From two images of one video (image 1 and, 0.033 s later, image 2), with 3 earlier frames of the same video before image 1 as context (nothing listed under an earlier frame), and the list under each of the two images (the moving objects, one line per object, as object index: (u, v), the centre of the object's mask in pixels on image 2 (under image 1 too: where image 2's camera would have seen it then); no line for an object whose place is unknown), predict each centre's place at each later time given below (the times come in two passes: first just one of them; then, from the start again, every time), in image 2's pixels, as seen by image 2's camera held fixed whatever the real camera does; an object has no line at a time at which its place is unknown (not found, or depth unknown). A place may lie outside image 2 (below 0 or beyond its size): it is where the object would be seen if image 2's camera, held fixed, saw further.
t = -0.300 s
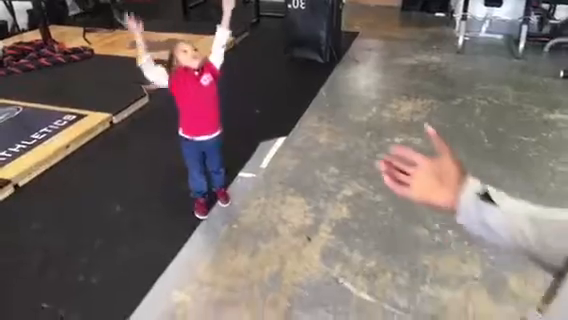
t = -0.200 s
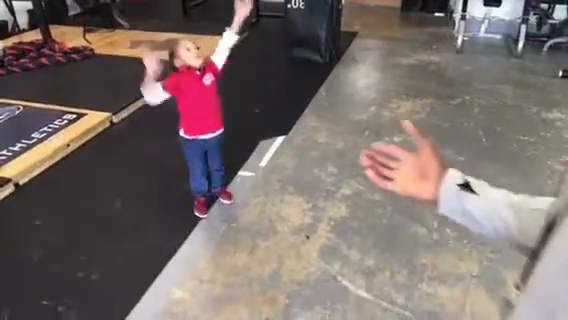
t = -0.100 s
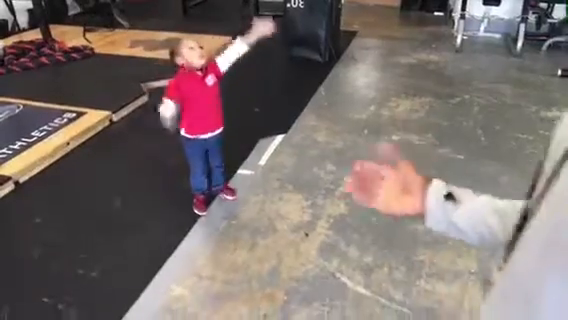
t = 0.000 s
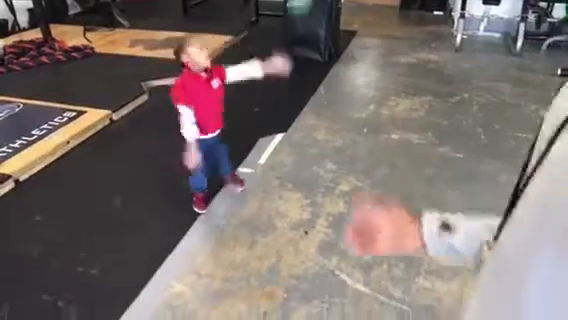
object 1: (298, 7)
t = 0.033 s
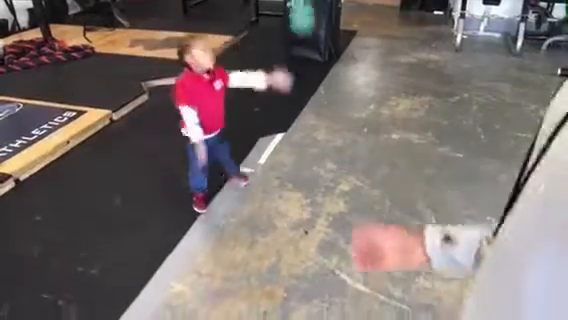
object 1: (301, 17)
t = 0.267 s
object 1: (318, 177)
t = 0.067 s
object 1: (304, 40)
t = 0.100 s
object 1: (307, 62)
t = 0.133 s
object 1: (309, 84)
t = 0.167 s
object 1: (312, 108)
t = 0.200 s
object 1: (314, 132)
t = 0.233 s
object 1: (316, 156)
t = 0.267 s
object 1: (318, 177)
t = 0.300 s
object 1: (319, 196)
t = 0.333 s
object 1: (322, 187)
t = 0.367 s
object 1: (324, 176)
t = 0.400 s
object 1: (328, 168)
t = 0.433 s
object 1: (330, 161)
